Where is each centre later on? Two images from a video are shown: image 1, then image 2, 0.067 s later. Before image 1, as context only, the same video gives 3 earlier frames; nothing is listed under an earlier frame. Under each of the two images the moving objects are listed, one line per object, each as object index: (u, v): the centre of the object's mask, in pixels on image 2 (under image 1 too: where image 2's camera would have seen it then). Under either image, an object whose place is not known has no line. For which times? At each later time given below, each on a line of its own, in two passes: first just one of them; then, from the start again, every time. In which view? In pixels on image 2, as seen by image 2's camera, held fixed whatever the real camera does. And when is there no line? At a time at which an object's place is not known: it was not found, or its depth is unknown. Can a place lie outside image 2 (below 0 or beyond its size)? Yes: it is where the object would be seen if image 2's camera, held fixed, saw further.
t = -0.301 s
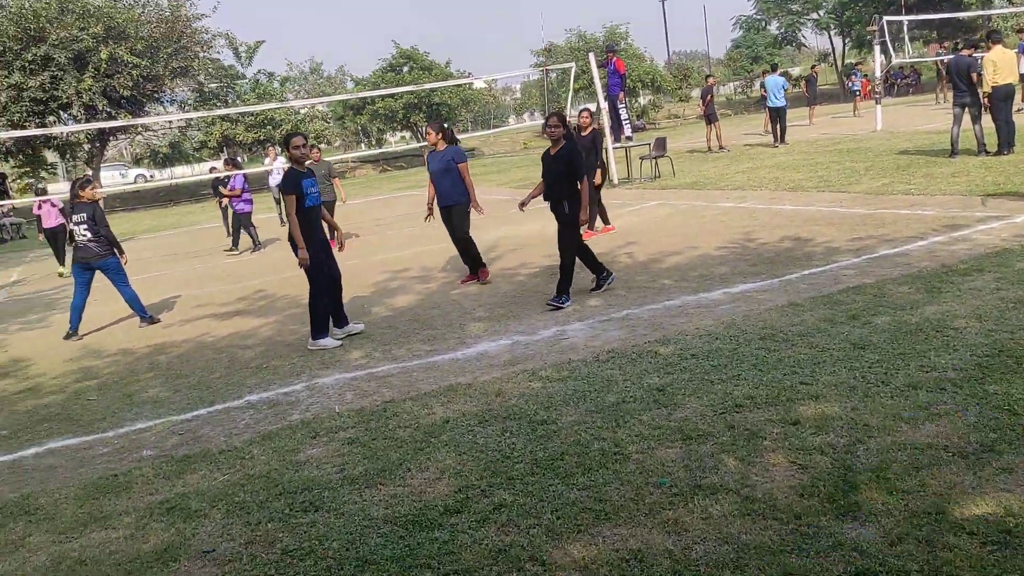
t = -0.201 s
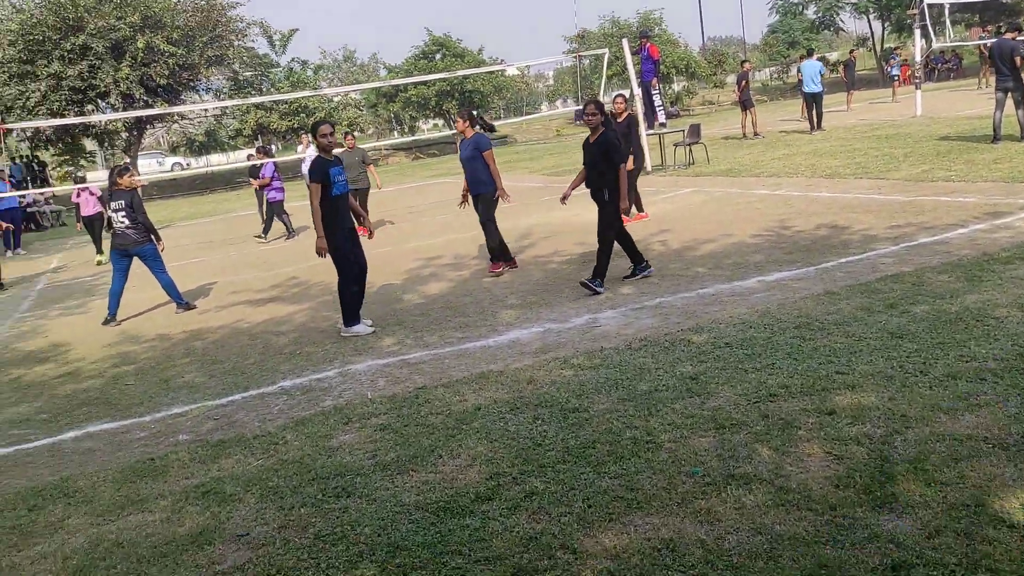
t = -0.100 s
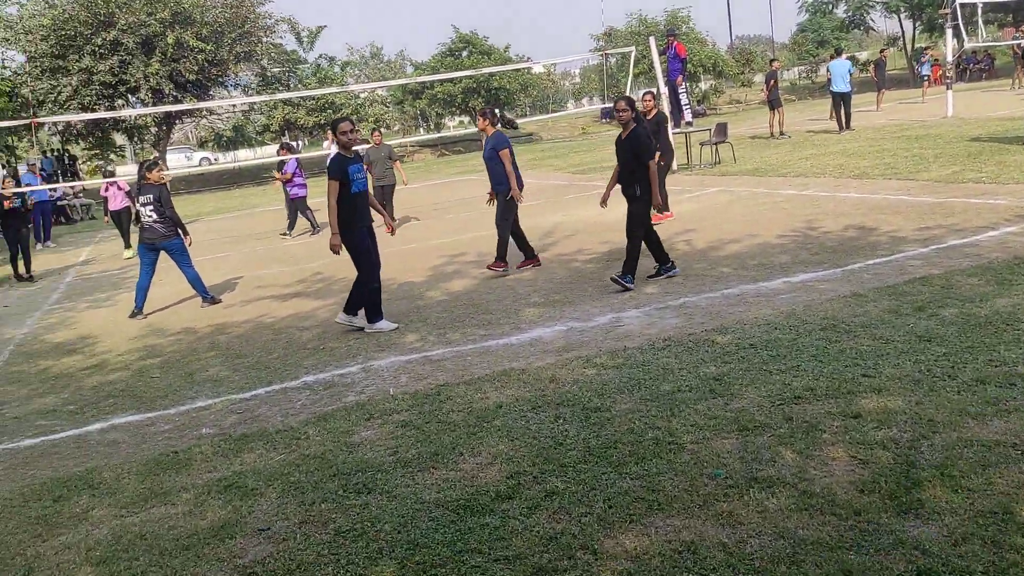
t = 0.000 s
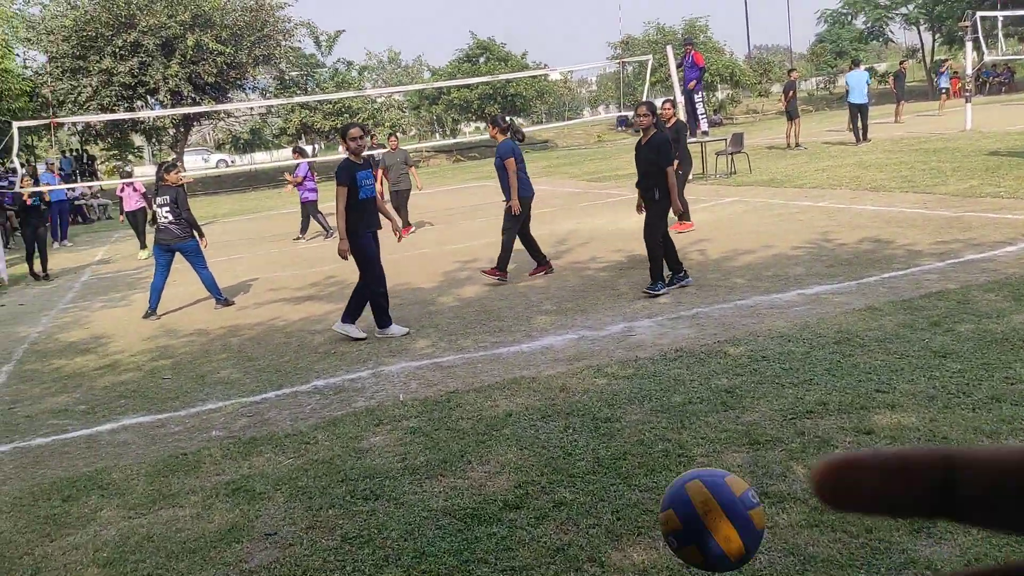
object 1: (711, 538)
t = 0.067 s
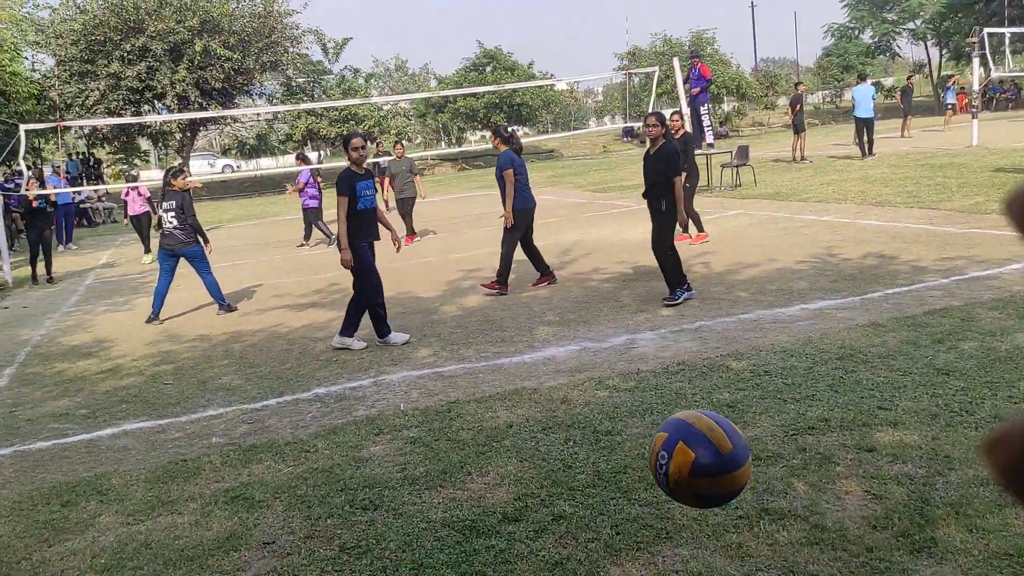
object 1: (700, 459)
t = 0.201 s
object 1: (682, 375)
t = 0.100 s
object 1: (695, 429)
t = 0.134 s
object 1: (691, 405)
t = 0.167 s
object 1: (686, 387)
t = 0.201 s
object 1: (682, 375)
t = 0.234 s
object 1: (679, 368)
